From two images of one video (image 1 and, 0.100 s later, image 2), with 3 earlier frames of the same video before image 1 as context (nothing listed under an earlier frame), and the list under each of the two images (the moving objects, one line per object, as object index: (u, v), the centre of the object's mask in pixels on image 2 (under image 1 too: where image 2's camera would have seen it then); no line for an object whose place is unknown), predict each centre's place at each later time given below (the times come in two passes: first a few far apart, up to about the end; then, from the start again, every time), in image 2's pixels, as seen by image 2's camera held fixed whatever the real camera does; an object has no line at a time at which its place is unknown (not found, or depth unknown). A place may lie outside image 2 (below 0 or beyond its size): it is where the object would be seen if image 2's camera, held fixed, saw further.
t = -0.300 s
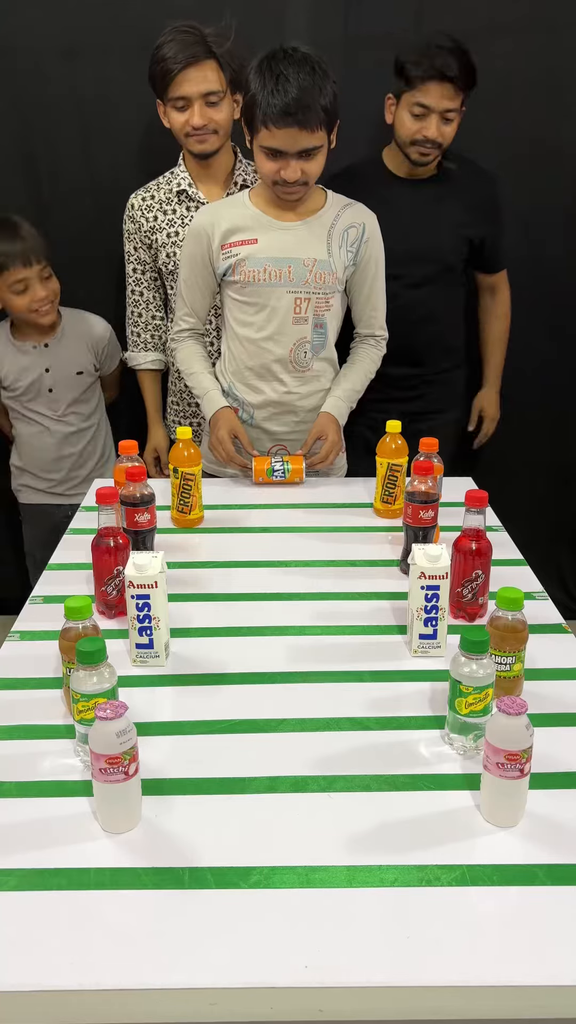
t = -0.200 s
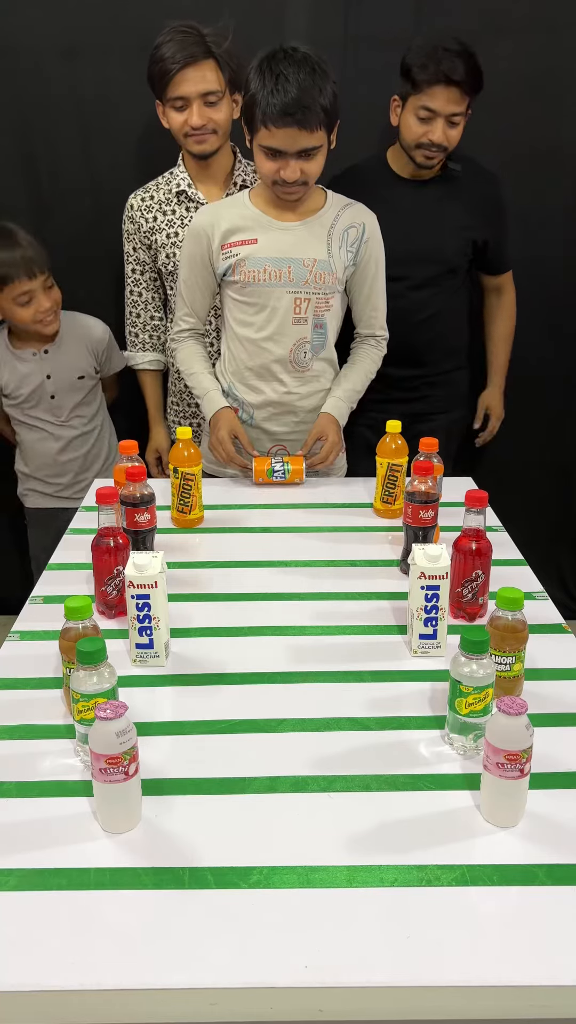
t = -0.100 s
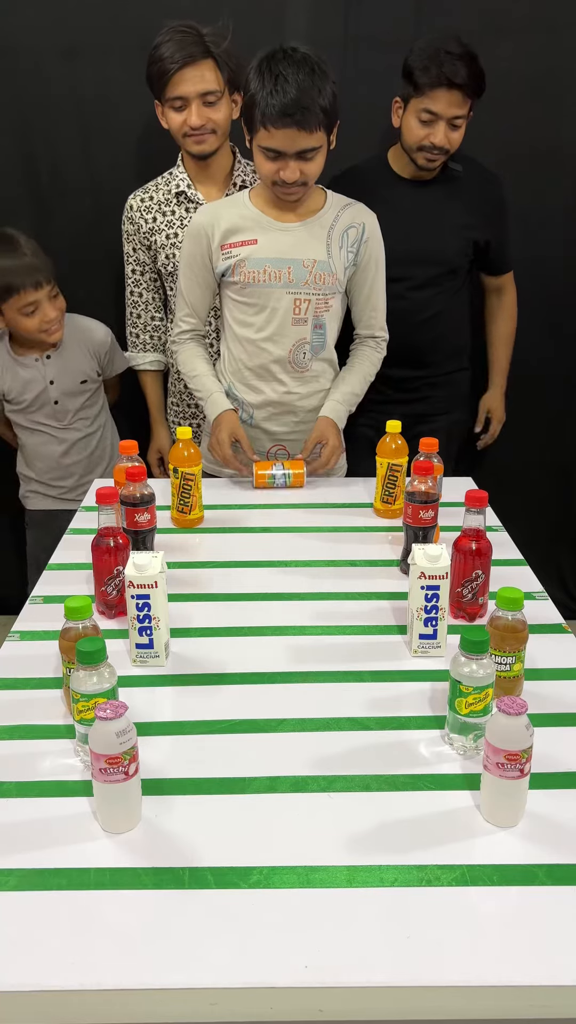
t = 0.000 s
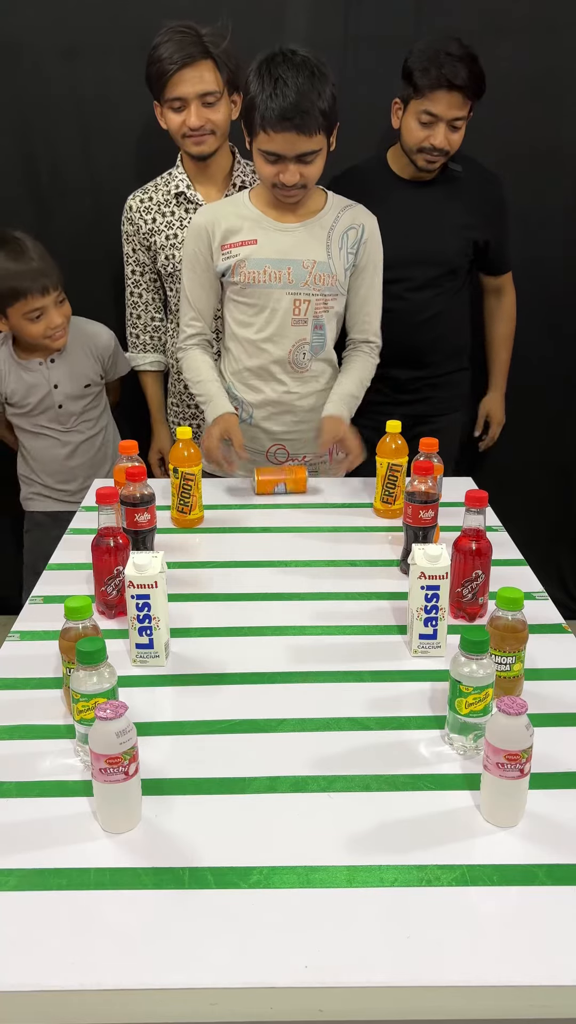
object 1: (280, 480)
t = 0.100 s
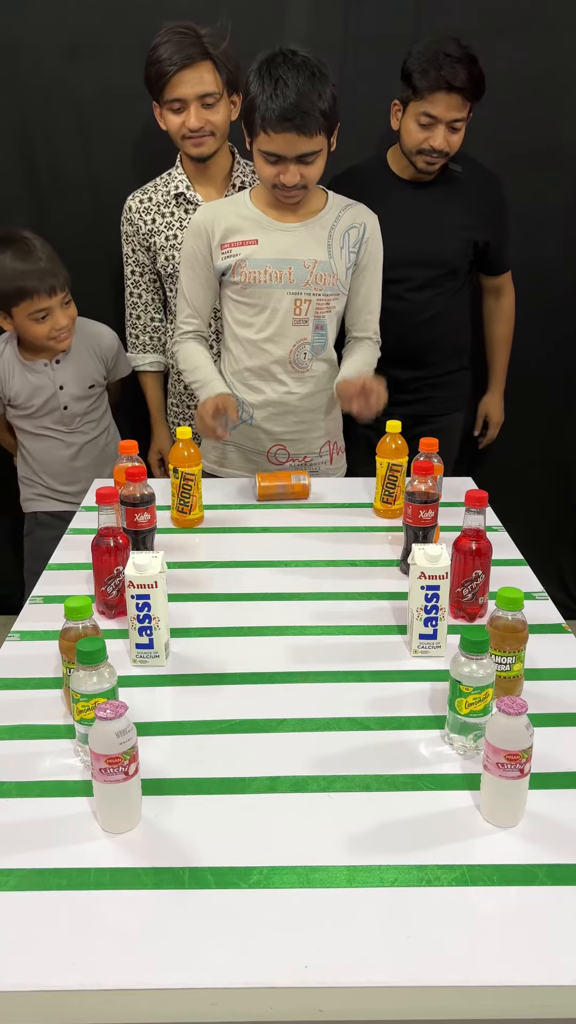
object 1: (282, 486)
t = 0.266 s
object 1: (286, 495)
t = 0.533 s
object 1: (292, 512)
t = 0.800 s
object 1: (297, 528)
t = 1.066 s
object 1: (304, 546)
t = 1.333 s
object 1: (310, 562)
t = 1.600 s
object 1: (316, 580)
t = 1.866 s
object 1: (322, 599)
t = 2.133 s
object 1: (328, 616)
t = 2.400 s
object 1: (335, 636)
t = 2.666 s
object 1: (341, 656)
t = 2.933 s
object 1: (348, 674)
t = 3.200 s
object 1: (354, 694)
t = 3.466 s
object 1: (362, 715)
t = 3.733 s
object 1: (368, 736)
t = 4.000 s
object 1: (375, 754)
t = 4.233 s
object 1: (380, 768)
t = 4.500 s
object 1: (385, 787)
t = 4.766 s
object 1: (392, 808)
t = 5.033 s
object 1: (400, 831)
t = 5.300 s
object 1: (406, 847)
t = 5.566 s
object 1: (410, 858)
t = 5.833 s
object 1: (410, 857)
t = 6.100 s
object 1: (408, 852)
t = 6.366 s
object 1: (406, 847)
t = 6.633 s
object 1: (404, 841)
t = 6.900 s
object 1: (400, 830)
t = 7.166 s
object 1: (395, 816)
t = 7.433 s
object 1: (391, 802)
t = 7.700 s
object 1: (387, 791)
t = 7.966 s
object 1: (385, 783)
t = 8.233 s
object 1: (384, 778)
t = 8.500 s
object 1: (384, 778)
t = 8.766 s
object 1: (385, 782)
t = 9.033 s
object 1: (387, 788)
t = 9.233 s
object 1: (388, 794)
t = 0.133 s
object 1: (283, 488)
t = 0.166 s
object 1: (284, 489)
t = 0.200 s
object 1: (285, 491)
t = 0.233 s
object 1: (285, 493)
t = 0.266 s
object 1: (286, 495)
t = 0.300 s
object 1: (287, 497)
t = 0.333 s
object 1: (287, 499)
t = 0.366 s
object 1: (288, 501)
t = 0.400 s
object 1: (289, 504)
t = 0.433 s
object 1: (289, 506)
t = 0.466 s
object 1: (290, 508)
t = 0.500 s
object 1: (291, 510)
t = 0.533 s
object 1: (292, 512)
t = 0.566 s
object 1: (293, 514)
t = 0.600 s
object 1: (293, 516)
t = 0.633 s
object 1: (294, 518)
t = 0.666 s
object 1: (294, 520)
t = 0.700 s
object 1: (295, 522)
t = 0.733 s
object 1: (296, 524)
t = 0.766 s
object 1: (297, 526)
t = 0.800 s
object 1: (297, 528)
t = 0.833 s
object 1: (298, 530)
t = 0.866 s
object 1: (299, 532)
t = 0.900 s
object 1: (300, 535)
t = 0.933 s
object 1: (301, 537)
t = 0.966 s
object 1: (301, 539)
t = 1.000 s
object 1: (302, 541)
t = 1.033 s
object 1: (303, 543)
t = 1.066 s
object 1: (304, 546)
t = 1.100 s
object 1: (305, 548)
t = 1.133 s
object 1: (305, 550)
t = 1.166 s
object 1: (306, 552)
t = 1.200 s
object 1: (307, 554)
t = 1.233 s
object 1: (308, 556)
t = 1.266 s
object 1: (308, 558)
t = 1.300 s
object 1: (309, 560)
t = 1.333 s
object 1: (310, 562)
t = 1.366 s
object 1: (310, 564)
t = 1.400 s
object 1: (311, 567)
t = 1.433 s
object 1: (312, 569)
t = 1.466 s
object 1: (313, 571)
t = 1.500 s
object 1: (314, 573)
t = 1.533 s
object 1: (314, 576)
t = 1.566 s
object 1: (315, 578)
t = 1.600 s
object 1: (316, 580)
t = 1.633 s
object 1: (317, 582)
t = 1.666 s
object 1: (317, 585)
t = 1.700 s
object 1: (318, 587)
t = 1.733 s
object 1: (319, 590)
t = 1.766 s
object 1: (320, 592)
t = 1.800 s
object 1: (321, 594)
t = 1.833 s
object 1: (321, 596)
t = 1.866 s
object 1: (322, 599)
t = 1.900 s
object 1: (323, 601)
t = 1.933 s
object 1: (324, 603)
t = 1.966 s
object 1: (325, 605)
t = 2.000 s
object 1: (325, 607)
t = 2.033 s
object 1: (326, 609)
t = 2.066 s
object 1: (326, 612)
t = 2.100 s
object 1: (327, 614)
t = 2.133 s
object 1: (328, 616)
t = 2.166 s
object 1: (329, 618)
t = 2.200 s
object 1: (330, 620)
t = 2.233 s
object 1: (330, 623)
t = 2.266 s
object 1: (331, 626)
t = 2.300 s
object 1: (332, 628)
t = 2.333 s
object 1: (333, 631)
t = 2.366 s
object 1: (334, 633)
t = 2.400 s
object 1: (335, 636)
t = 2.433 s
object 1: (336, 638)
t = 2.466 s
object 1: (337, 641)
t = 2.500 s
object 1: (337, 643)
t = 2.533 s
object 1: (338, 646)
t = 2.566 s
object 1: (339, 649)
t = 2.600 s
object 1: (340, 651)
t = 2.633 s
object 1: (341, 653)
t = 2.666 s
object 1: (341, 656)
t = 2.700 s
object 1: (342, 658)
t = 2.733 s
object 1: (343, 660)
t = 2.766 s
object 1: (344, 662)
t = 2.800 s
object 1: (345, 665)
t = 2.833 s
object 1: (345, 667)
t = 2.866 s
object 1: (346, 669)
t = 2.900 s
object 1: (347, 672)
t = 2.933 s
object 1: (348, 674)
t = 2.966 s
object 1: (348, 677)
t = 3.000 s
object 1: (349, 679)
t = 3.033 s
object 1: (350, 681)
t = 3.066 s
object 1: (351, 684)
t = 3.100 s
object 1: (352, 686)
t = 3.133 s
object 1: (352, 689)
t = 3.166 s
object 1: (353, 692)
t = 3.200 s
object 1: (354, 694)
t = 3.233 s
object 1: (355, 696)
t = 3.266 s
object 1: (356, 699)
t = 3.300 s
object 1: (357, 702)
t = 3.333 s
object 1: (358, 704)
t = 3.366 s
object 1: (359, 707)
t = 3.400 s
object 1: (360, 710)
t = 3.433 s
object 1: (361, 712)
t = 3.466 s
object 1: (362, 715)
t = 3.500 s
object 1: (363, 718)
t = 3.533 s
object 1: (363, 720)
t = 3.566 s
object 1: (364, 723)
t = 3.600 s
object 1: (365, 726)
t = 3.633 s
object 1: (366, 728)
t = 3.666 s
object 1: (367, 731)
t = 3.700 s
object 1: (367, 733)
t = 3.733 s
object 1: (368, 736)
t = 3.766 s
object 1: (369, 738)
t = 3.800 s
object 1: (370, 741)
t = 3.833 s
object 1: (371, 743)
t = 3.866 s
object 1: (371, 745)
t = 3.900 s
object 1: (372, 747)
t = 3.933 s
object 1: (373, 750)
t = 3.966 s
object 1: (374, 752)
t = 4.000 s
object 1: (375, 754)
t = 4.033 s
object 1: (375, 756)
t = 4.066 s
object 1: (376, 758)
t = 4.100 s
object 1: (377, 760)
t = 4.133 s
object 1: (378, 762)
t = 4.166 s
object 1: (378, 764)
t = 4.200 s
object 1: (379, 766)
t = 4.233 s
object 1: (380, 768)
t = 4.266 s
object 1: (380, 770)
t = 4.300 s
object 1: (381, 772)
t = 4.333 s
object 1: (382, 774)
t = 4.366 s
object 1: (382, 776)
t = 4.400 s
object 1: (383, 779)
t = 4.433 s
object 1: (384, 781)
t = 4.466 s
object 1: (385, 784)
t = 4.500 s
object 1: (385, 787)
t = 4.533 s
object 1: (386, 789)
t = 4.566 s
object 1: (387, 792)
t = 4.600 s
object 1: (388, 795)
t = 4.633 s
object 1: (389, 797)
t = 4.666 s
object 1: (390, 800)
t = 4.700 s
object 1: (391, 803)
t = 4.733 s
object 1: (391, 806)
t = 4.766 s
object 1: (392, 808)
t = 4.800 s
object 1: (394, 811)
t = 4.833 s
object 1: (395, 814)
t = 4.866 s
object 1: (395, 817)
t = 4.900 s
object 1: (396, 820)
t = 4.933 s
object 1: (397, 823)
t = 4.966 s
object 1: (398, 825)
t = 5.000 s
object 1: (399, 828)
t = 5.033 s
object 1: (400, 831)
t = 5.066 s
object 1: (401, 833)
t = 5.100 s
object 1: (402, 836)
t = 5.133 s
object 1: (403, 838)
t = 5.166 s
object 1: (403, 840)
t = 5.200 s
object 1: (404, 842)
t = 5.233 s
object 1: (405, 844)
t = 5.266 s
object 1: (405, 846)
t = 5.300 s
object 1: (406, 847)
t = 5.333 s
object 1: (406, 849)
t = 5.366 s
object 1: (407, 850)
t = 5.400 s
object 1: (408, 852)
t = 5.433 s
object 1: (408, 853)
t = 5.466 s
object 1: (409, 854)
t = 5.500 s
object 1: (409, 856)
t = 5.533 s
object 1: (409, 857)
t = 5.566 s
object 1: (410, 858)
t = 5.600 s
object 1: (410, 859)
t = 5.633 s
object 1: (410, 859)
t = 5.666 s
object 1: (410, 859)
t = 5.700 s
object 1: (410, 859)
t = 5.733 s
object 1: (410, 859)
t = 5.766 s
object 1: (410, 858)
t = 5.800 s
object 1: (410, 858)
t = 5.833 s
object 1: (410, 857)
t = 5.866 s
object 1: (409, 856)
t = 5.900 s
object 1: (409, 856)
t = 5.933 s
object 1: (409, 855)
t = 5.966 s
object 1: (409, 854)
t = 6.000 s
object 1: (408, 854)
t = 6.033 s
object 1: (408, 853)
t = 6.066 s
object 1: (408, 852)
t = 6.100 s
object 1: (408, 852)
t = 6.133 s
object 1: (408, 851)
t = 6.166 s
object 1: (407, 851)
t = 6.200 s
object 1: (407, 850)
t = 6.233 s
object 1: (407, 849)
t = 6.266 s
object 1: (407, 849)
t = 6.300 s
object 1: (407, 848)
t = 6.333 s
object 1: (406, 848)
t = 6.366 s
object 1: (406, 847)
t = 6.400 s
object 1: (406, 846)
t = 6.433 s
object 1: (406, 846)
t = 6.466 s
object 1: (405, 845)
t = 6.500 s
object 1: (405, 844)
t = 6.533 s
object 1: (405, 843)
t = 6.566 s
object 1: (405, 843)
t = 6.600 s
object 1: (405, 842)
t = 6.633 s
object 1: (404, 841)
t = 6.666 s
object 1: (404, 840)
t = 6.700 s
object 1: (403, 839)
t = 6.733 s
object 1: (403, 838)
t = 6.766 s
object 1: (402, 836)
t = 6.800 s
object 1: (402, 835)
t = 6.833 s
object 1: (401, 833)
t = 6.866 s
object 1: (401, 831)
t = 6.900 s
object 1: (400, 830)
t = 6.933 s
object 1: (399, 828)
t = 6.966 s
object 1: (399, 826)
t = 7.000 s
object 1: (398, 825)
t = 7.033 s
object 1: (398, 823)
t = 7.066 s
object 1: (397, 821)
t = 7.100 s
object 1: (396, 820)
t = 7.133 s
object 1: (396, 818)
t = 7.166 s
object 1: (395, 816)
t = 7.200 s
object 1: (395, 814)
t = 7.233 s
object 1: (394, 812)
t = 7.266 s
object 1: (394, 811)
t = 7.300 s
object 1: (393, 809)
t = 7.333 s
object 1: (392, 807)
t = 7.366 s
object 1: (392, 806)
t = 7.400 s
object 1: (391, 804)
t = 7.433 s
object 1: (391, 802)
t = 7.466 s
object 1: (390, 801)
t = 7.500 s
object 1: (390, 799)
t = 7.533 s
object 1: (389, 798)
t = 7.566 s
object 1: (389, 796)
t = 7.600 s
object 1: (388, 795)
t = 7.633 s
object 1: (388, 793)
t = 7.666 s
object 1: (388, 792)
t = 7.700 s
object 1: (387, 791)
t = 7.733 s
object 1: (387, 790)
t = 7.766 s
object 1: (387, 788)
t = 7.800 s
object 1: (386, 787)
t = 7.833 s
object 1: (386, 786)
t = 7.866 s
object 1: (386, 786)
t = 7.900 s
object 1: (385, 785)
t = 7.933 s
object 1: (385, 784)
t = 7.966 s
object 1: (385, 783)
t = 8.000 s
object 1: (385, 782)
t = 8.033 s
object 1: (384, 781)
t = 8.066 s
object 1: (384, 781)
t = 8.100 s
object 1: (384, 780)
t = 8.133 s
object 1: (384, 780)
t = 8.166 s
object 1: (384, 779)
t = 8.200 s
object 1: (384, 779)
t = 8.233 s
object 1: (384, 778)
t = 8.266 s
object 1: (383, 778)
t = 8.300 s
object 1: (383, 778)
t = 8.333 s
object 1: (383, 778)
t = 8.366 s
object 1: (383, 778)
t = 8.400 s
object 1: (383, 778)
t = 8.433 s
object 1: (383, 778)
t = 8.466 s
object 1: (383, 778)
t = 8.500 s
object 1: (384, 778)
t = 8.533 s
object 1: (384, 779)
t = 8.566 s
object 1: (384, 779)
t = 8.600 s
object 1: (384, 780)
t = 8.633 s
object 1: (384, 780)
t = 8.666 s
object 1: (384, 781)
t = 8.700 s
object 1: (384, 781)
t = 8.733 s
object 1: (384, 782)
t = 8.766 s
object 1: (385, 782)
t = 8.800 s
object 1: (385, 783)
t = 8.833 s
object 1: (385, 784)
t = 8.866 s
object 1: (385, 784)
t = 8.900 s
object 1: (385, 785)
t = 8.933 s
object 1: (386, 786)
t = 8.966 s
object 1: (386, 786)
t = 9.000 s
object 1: (386, 787)
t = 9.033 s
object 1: (387, 788)
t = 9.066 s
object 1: (387, 789)
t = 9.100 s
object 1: (387, 790)
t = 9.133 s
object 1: (387, 791)
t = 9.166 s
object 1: (387, 792)
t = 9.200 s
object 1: (388, 793)
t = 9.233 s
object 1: (388, 794)
